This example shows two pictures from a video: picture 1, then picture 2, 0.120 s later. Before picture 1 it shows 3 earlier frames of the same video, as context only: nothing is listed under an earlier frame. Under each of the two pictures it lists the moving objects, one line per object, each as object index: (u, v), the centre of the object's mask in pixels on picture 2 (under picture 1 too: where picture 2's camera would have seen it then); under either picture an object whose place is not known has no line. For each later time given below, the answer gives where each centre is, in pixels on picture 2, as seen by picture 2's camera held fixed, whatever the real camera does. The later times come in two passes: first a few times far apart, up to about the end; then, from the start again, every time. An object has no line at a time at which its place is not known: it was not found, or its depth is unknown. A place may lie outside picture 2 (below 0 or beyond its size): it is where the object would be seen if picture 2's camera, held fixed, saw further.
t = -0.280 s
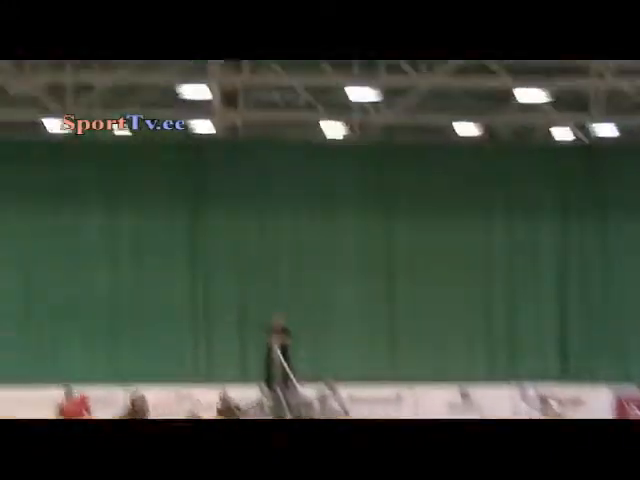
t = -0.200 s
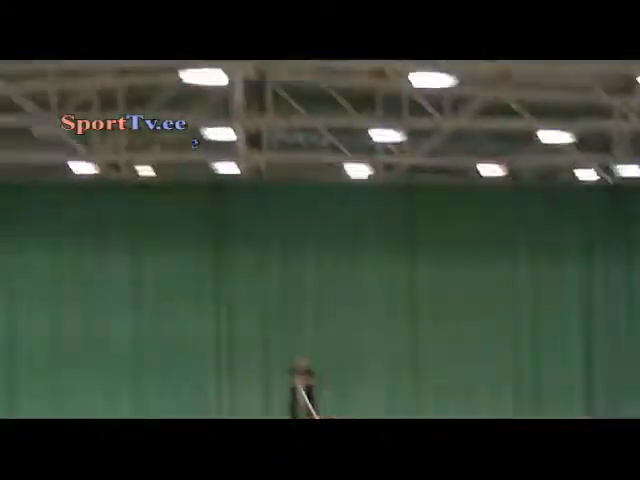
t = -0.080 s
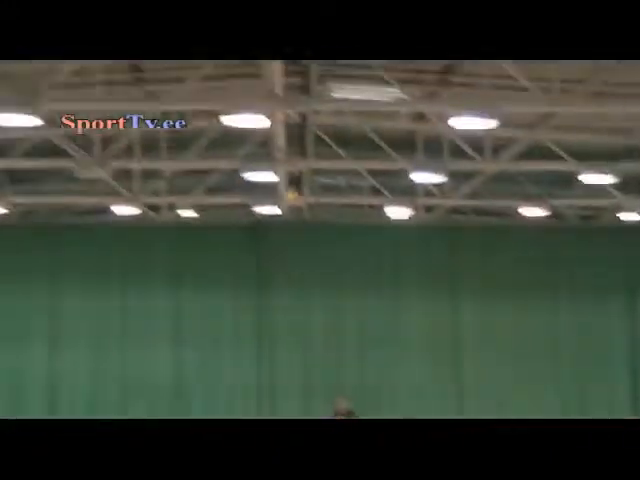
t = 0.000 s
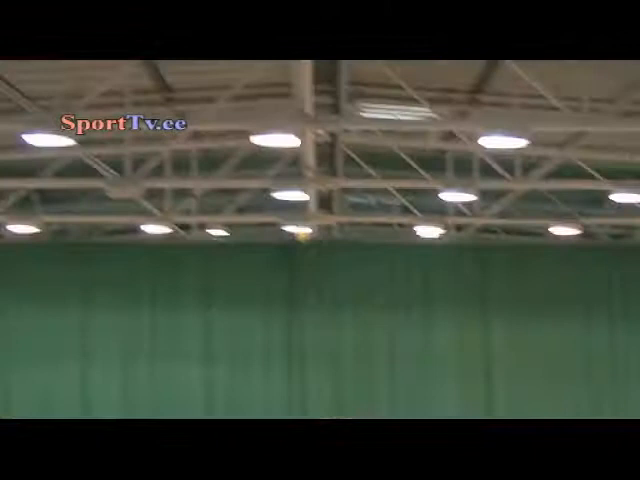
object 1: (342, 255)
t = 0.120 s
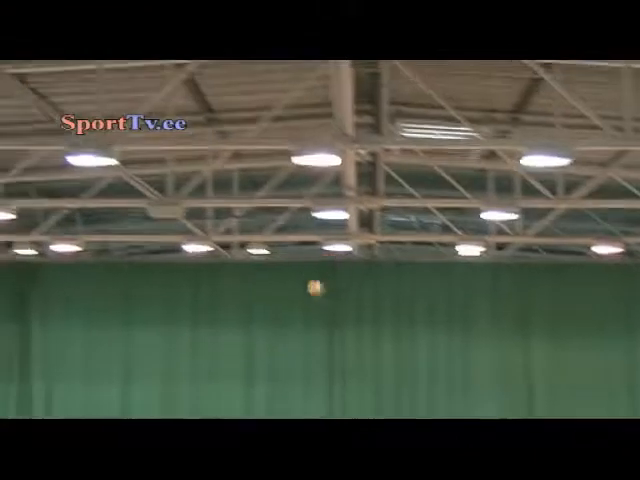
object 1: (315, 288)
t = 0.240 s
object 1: (289, 332)
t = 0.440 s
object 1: (239, 418)
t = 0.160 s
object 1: (307, 302)
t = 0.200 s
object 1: (298, 316)
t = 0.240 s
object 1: (289, 332)
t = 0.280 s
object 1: (278, 347)
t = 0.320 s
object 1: (270, 362)
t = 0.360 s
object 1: (260, 379)
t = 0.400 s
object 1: (250, 400)
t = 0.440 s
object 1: (239, 418)
